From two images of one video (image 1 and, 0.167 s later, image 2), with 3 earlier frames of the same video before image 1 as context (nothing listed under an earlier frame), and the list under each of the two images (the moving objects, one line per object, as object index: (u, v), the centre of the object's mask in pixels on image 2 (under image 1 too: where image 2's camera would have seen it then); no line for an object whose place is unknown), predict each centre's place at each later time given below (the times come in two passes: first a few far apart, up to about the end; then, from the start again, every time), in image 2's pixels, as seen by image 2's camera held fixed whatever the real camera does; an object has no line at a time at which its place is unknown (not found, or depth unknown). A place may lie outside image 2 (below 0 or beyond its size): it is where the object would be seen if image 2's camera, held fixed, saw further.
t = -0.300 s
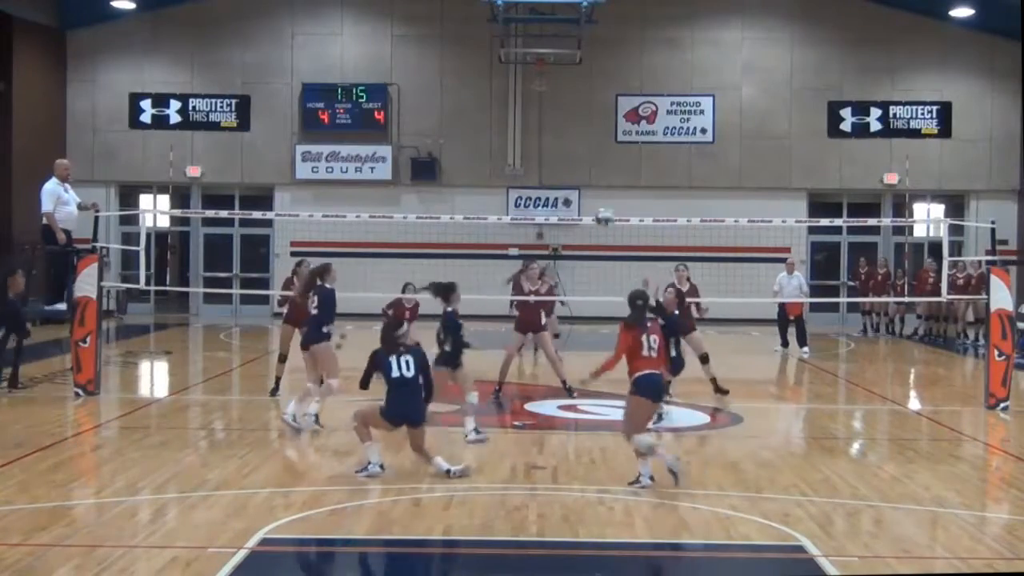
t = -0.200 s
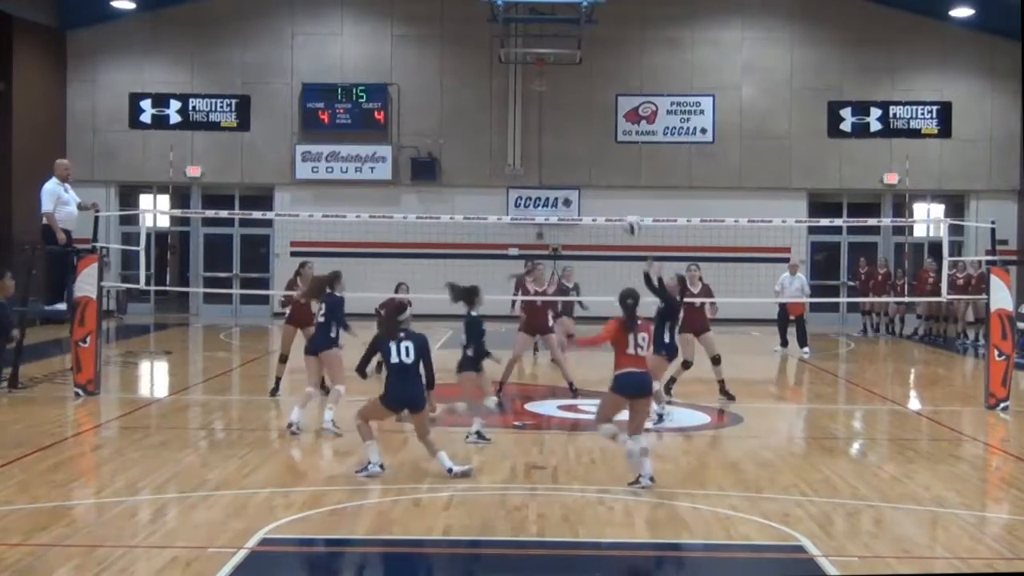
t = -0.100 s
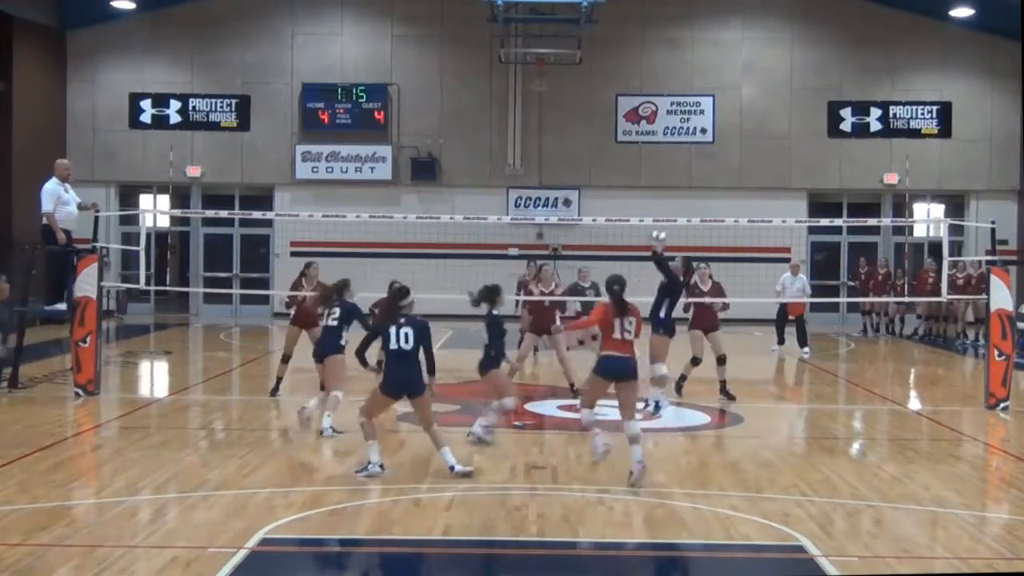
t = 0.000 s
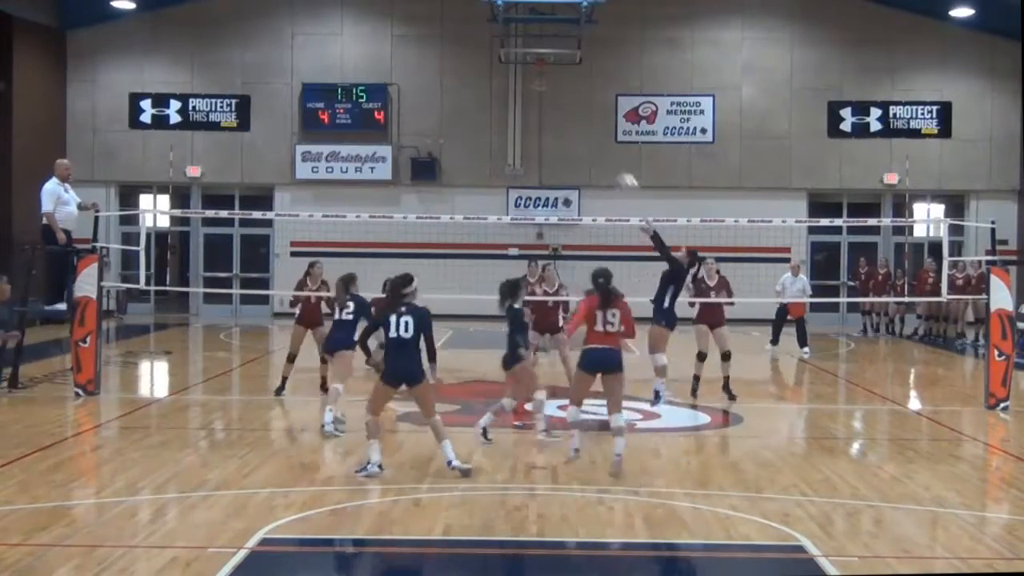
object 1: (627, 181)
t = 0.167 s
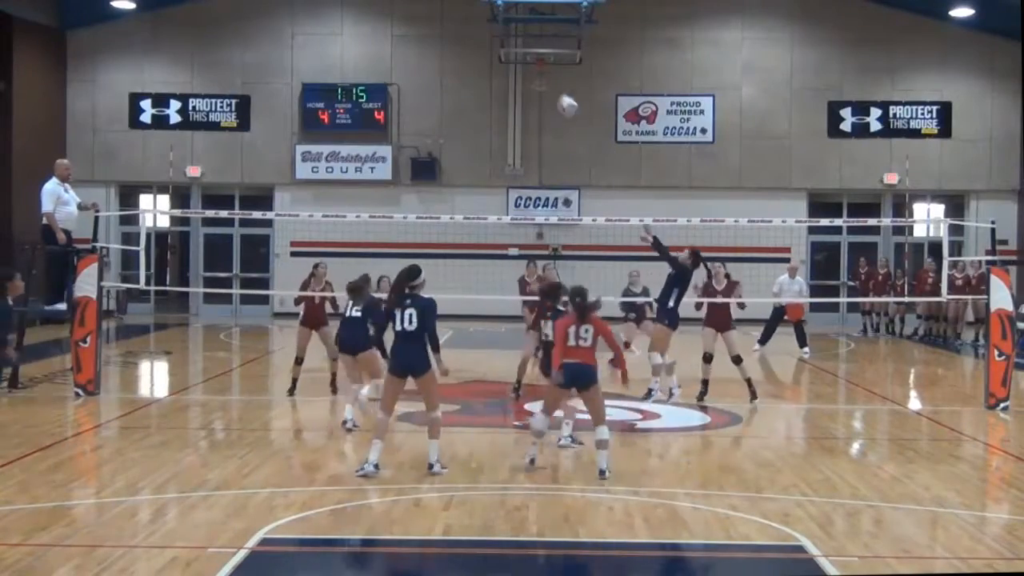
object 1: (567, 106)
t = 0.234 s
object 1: (543, 82)
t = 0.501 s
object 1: (456, 30)
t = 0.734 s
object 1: (382, 35)
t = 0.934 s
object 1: (322, 81)
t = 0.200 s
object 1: (555, 93)
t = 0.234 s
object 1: (543, 82)
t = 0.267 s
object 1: (533, 73)
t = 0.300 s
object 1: (522, 63)
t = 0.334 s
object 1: (510, 54)
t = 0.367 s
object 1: (499, 48)
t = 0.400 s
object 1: (489, 42)
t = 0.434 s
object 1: (477, 37)
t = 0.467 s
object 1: (466, 33)
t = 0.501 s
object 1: (456, 30)
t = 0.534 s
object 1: (445, 28)
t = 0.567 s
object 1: (434, 27)
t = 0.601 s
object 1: (424, 27)
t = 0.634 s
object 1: (413, 28)
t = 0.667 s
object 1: (403, 30)
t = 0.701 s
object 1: (393, 31)
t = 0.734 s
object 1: (382, 35)
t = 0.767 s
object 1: (373, 40)
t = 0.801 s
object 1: (362, 46)
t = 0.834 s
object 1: (352, 54)
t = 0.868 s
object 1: (342, 61)
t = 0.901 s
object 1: (332, 69)
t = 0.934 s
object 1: (322, 81)
